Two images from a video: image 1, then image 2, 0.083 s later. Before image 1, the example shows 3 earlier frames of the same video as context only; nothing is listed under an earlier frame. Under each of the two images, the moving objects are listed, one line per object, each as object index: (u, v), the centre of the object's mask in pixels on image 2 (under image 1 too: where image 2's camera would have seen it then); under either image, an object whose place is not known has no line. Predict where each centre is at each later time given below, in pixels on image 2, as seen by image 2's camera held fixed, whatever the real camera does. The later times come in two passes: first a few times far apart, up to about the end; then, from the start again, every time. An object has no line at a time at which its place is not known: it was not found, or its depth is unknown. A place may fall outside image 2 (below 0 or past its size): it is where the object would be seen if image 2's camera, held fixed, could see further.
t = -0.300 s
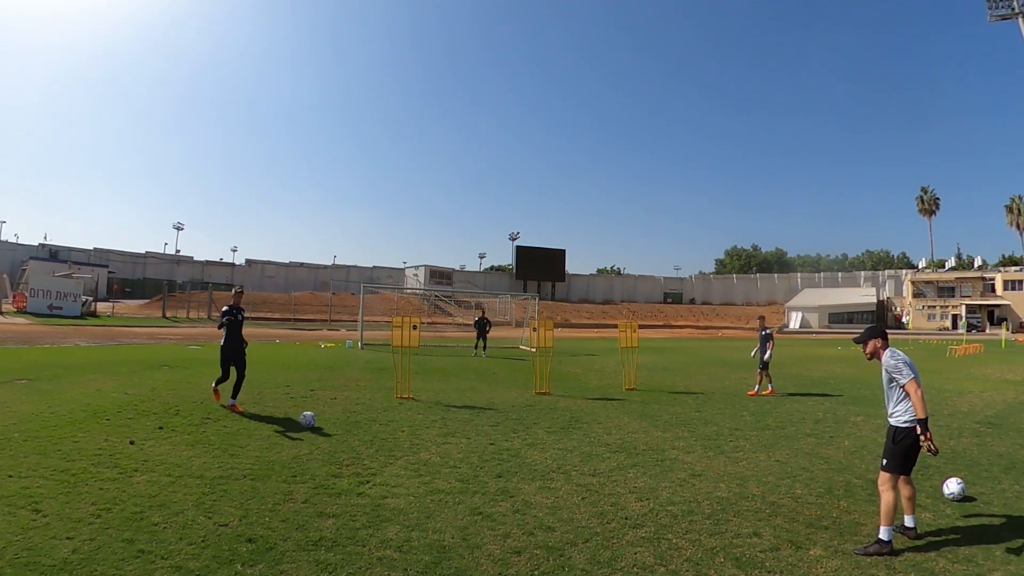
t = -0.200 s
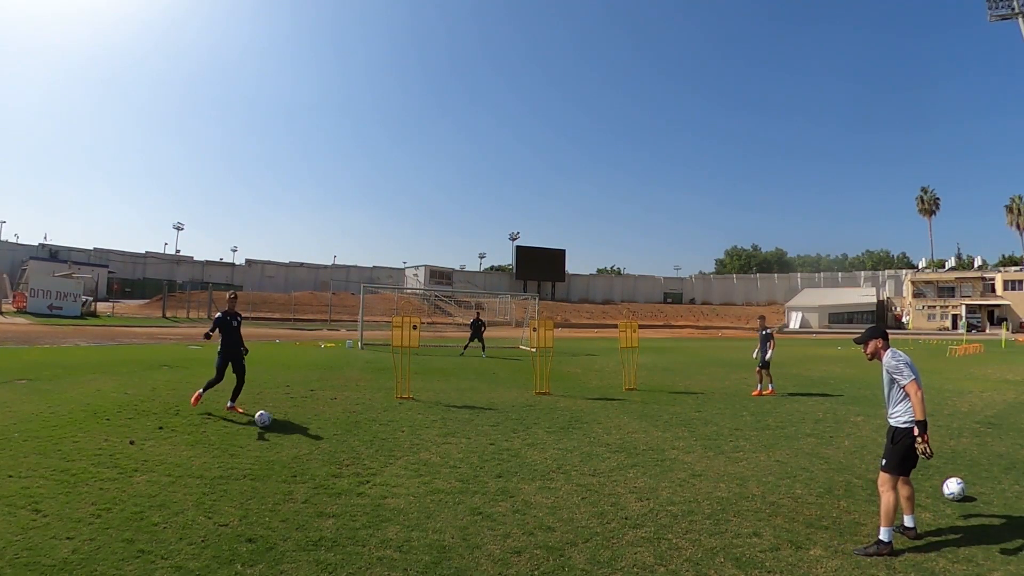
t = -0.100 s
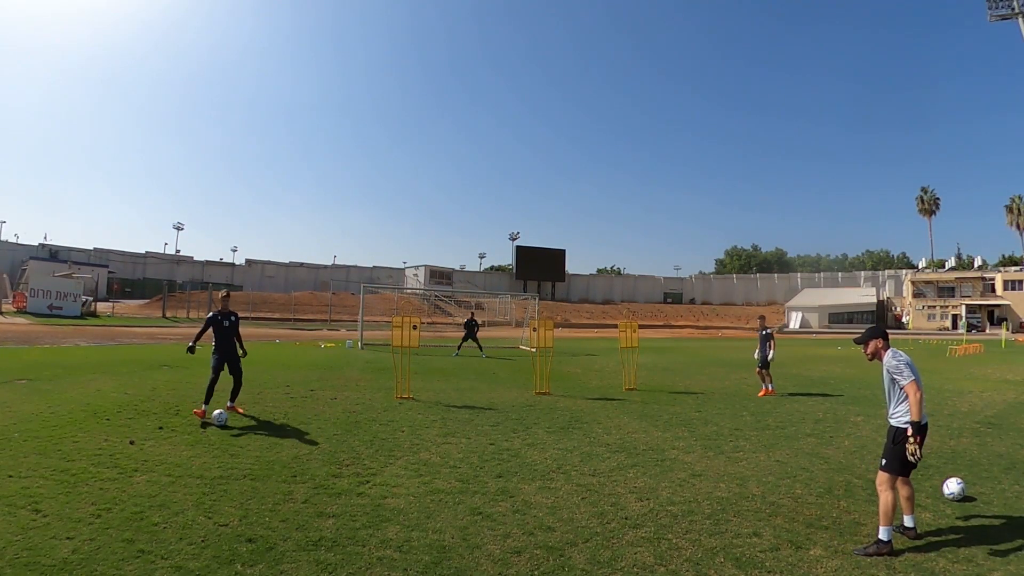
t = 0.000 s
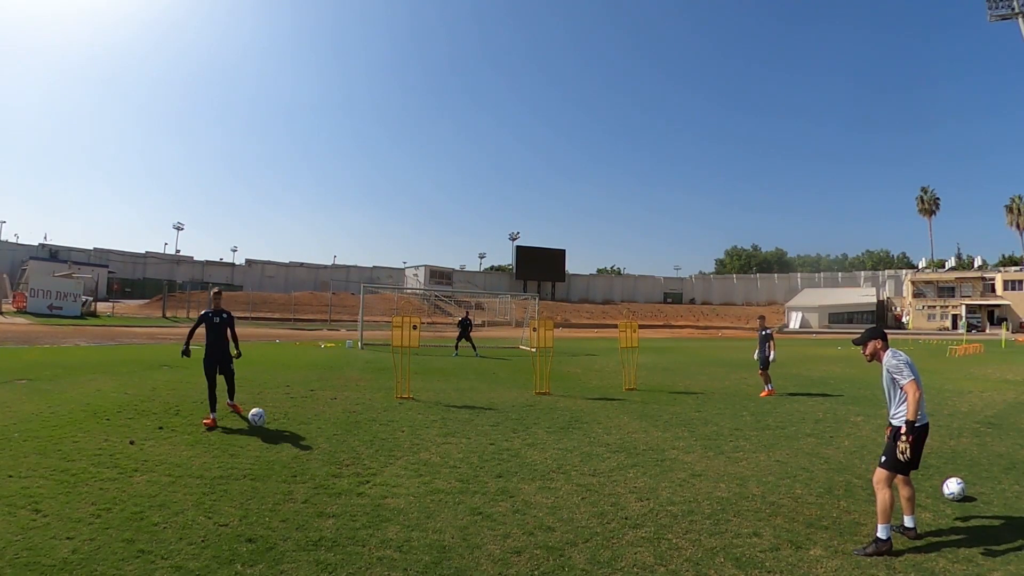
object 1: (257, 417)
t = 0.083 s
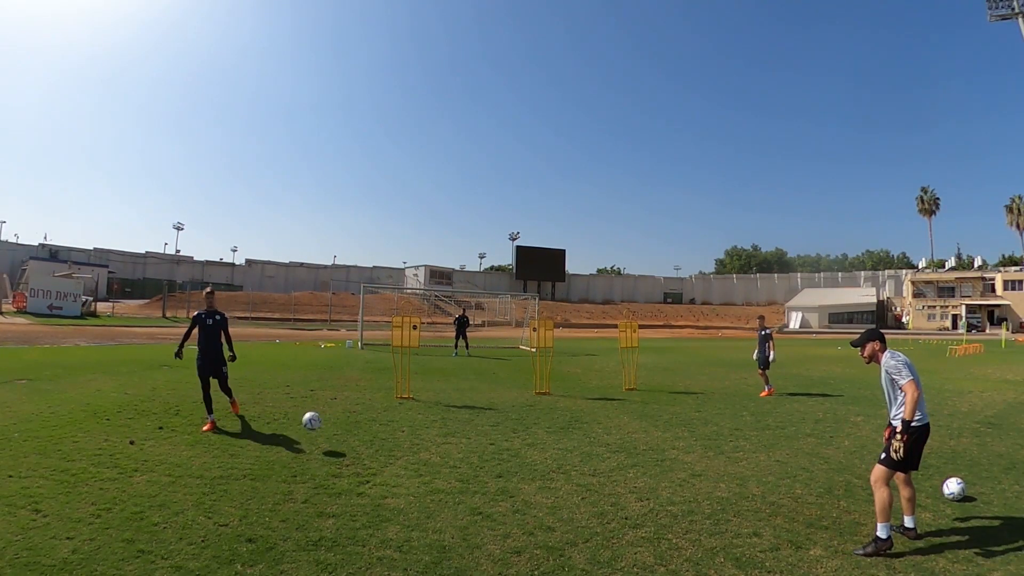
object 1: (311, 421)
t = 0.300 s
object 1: (491, 458)
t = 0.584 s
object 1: (733, 461)
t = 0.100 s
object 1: (323, 422)
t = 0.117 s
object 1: (336, 424)
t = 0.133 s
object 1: (348, 426)
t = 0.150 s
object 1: (361, 428)
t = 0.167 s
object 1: (374, 431)
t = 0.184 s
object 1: (388, 433)
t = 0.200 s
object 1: (401, 436)
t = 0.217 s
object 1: (416, 439)
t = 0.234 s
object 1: (430, 442)
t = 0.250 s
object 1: (445, 446)
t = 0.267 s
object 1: (460, 450)
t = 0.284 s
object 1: (476, 453)
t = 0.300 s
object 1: (491, 458)
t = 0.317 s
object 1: (507, 462)
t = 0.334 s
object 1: (523, 466)
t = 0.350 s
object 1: (540, 471)
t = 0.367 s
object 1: (556, 476)
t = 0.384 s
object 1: (569, 475)
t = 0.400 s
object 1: (583, 473)
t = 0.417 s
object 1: (597, 471)
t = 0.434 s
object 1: (611, 469)
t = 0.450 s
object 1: (625, 467)
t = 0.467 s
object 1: (638, 466)
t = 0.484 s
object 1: (652, 464)
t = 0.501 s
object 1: (666, 463)
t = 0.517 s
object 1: (680, 462)
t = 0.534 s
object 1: (693, 462)
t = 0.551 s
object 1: (707, 461)
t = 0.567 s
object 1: (720, 461)
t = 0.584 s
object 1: (733, 461)
